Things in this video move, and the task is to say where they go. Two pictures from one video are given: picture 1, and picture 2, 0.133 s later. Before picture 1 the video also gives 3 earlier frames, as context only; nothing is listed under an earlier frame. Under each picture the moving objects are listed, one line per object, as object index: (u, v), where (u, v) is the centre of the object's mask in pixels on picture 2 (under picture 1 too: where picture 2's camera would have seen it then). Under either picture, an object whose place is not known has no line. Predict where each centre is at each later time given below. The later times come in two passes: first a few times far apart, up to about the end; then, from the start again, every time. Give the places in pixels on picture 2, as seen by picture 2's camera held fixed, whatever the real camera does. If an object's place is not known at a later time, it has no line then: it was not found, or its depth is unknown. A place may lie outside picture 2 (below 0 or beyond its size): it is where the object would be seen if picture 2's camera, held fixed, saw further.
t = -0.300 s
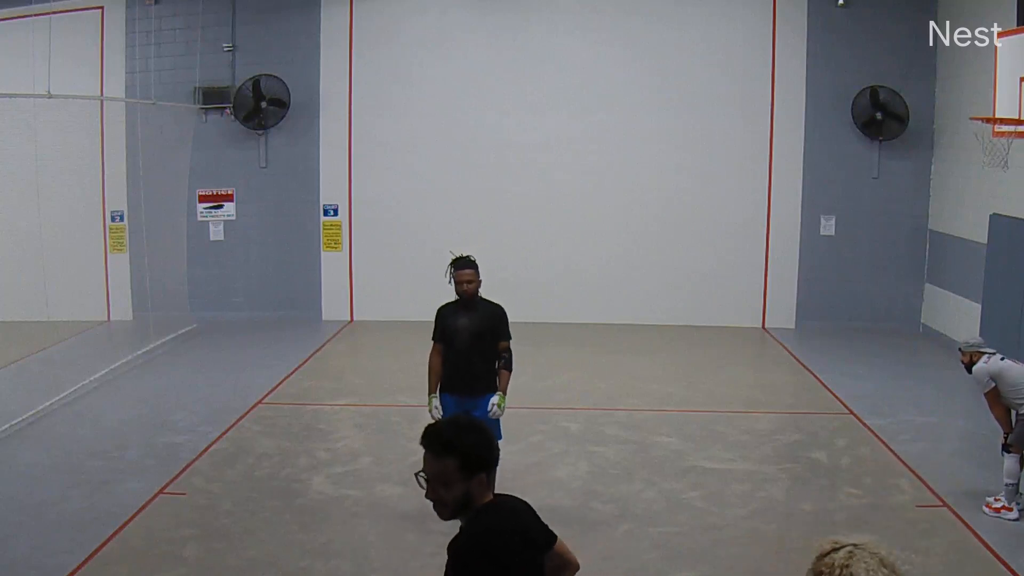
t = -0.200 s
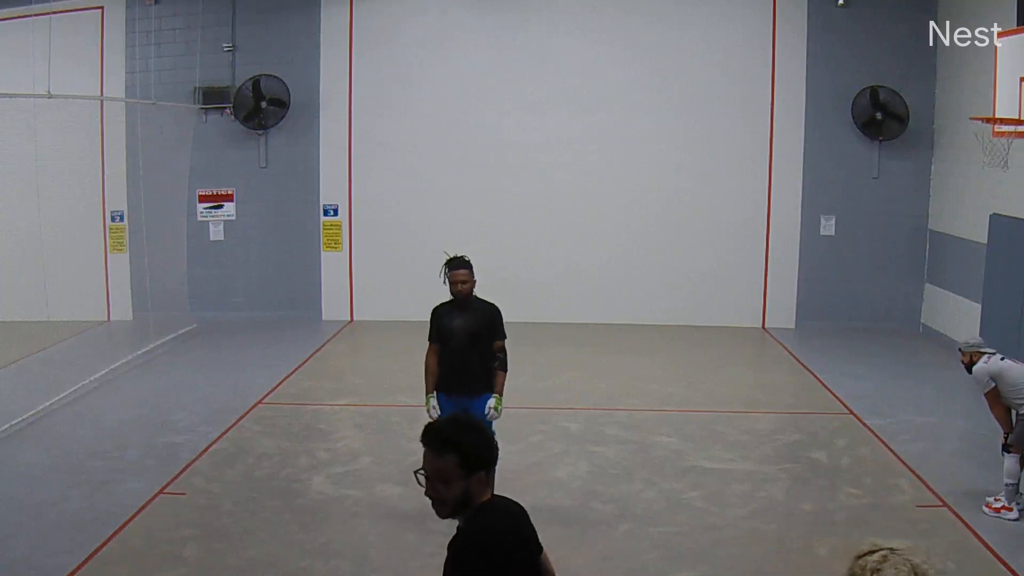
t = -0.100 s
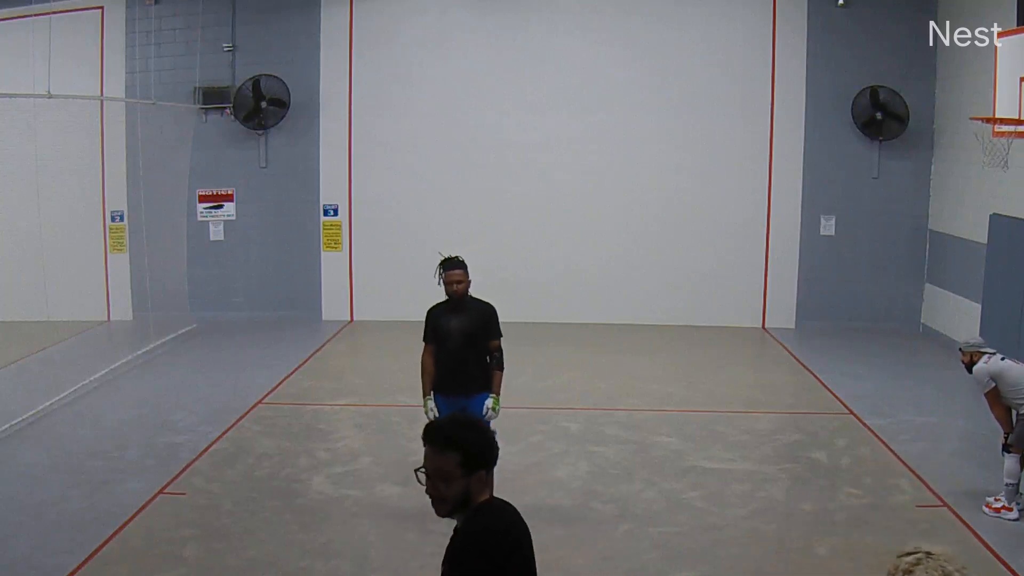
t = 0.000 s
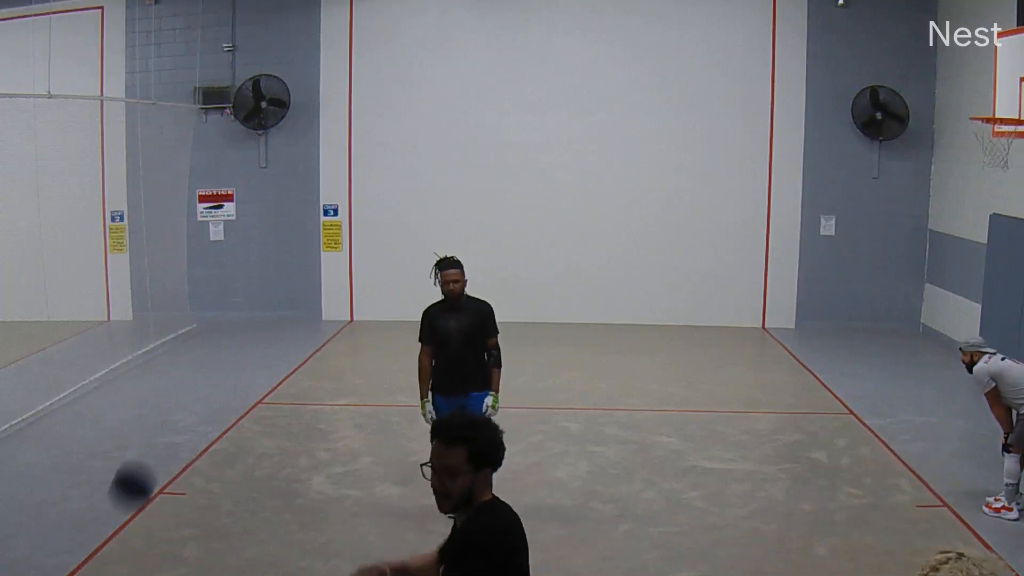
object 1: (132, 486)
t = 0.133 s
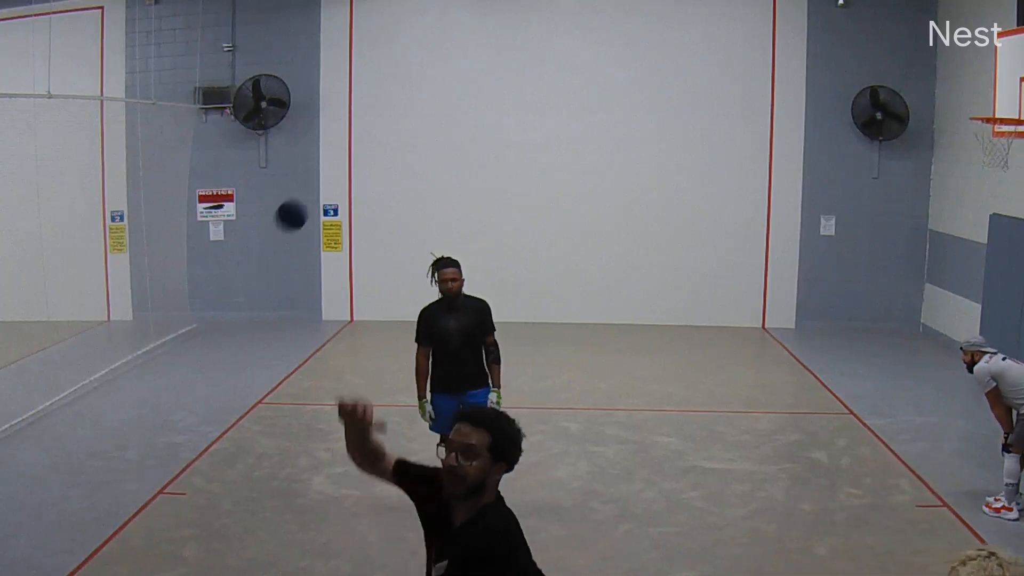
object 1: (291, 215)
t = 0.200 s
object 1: (346, 160)
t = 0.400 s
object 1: (449, 148)
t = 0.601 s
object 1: (504, 244)
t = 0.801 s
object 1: (537, 383)
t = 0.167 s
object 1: (320, 183)
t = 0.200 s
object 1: (346, 160)
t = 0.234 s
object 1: (369, 145)
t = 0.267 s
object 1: (389, 137)
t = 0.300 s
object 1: (406, 133)
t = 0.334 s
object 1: (422, 135)
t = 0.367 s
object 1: (436, 140)
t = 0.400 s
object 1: (449, 148)
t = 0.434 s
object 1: (460, 159)
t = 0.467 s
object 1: (471, 172)
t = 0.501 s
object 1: (480, 188)
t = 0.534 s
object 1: (489, 205)
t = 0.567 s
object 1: (497, 224)
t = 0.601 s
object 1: (504, 244)
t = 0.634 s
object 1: (510, 265)
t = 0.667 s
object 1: (516, 287)
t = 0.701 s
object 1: (522, 310)
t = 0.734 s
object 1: (527, 334)
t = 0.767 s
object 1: (532, 358)
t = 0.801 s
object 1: (537, 383)
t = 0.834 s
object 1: (541, 407)
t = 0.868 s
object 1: (545, 432)
